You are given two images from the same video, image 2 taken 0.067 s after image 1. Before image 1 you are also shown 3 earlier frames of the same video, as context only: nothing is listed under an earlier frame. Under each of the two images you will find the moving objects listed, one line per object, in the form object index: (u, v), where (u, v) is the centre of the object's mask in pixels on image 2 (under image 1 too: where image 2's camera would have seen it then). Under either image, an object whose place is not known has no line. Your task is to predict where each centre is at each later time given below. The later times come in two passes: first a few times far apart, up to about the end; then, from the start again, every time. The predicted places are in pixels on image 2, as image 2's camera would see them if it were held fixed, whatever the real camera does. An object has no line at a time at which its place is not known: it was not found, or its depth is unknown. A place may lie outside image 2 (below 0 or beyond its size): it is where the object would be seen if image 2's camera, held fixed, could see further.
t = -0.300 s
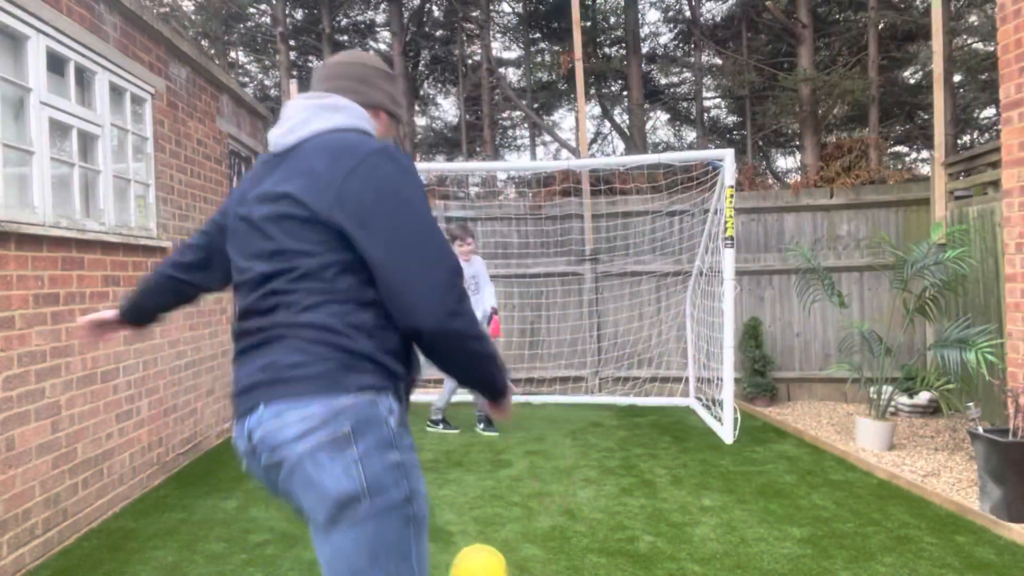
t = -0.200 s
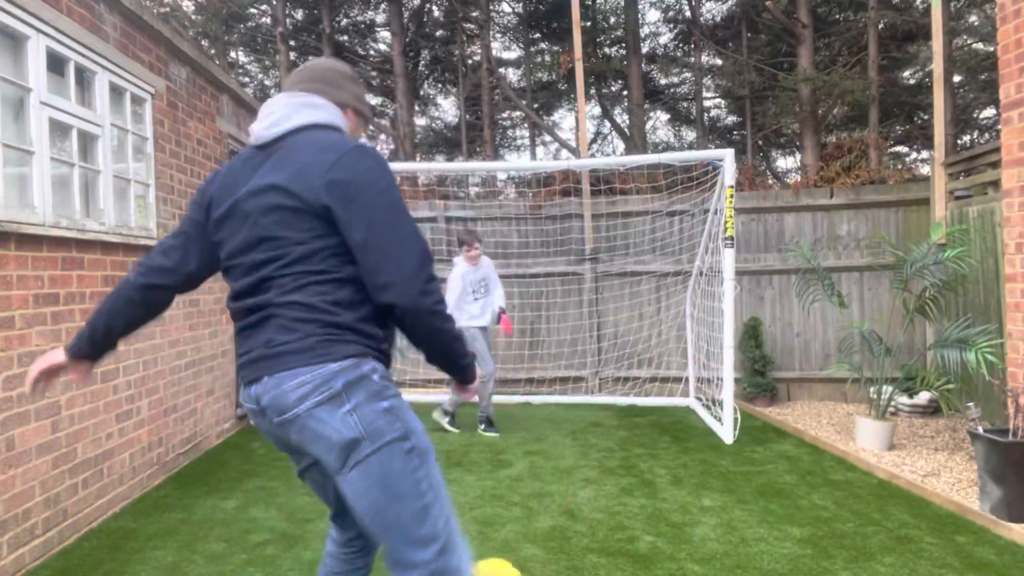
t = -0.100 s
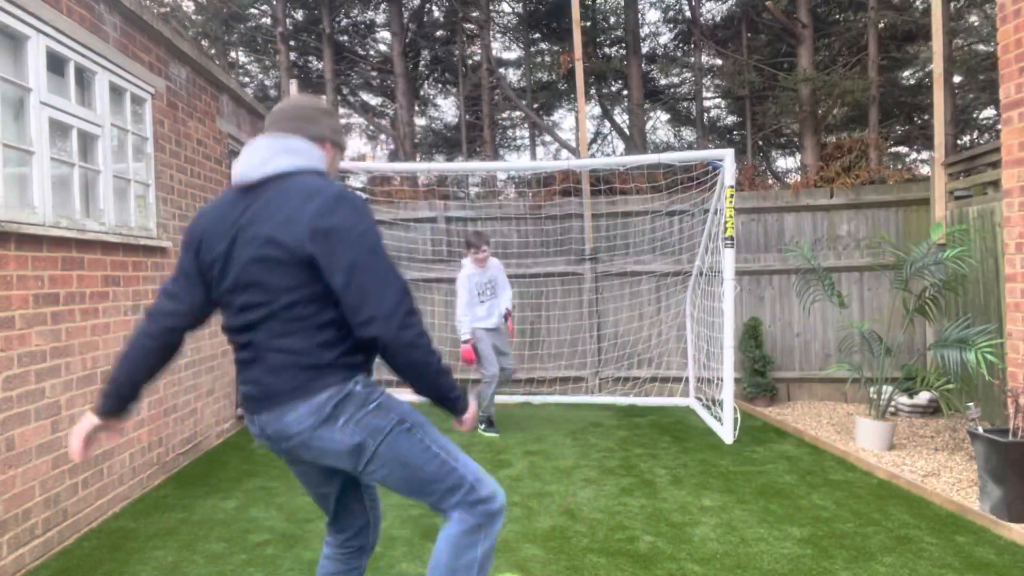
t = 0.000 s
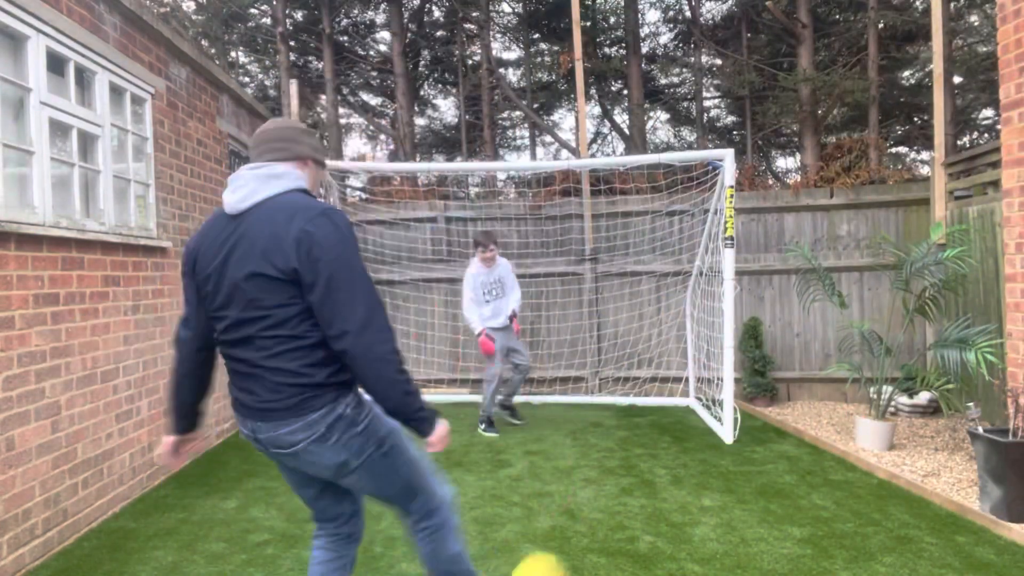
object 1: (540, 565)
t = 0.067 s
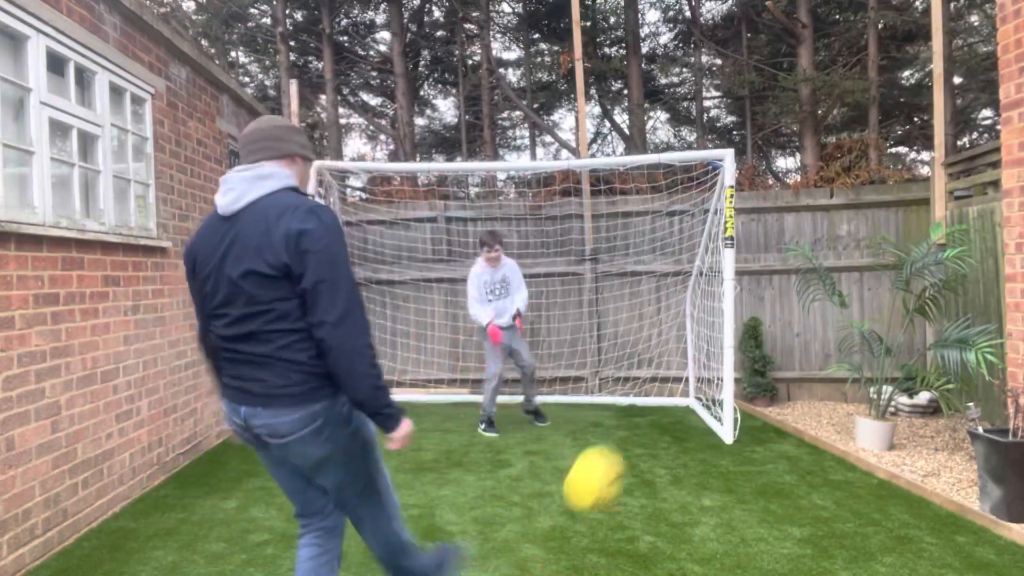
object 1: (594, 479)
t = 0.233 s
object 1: (683, 344)
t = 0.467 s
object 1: (720, 315)
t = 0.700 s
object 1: (700, 385)
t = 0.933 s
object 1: (681, 401)
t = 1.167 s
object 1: (668, 387)
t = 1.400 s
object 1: (658, 459)
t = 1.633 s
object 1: (643, 431)
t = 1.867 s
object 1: (630, 465)
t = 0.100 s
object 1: (619, 438)
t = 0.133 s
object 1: (639, 406)
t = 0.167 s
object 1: (656, 379)
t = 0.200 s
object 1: (670, 359)
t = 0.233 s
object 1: (683, 344)
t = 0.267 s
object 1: (695, 331)
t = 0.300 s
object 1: (705, 322)
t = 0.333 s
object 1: (713, 315)
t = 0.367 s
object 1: (723, 311)
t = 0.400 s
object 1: (725, 310)
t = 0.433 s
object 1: (723, 311)
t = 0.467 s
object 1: (720, 315)
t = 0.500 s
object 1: (717, 320)
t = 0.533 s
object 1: (714, 326)
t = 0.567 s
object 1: (711, 335)
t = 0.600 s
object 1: (708, 345)
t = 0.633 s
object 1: (705, 356)
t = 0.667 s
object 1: (702, 370)
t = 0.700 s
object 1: (700, 385)
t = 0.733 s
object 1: (696, 402)
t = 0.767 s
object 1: (693, 424)
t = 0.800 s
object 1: (690, 442)
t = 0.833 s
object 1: (688, 434)
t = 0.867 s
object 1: (686, 420)
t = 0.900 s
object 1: (683, 410)
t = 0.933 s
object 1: (681, 401)
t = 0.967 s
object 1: (680, 394)
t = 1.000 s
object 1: (678, 388)
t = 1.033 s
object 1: (675, 385)
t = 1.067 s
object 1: (674, 383)
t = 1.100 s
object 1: (672, 383)
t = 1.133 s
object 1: (670, 384)
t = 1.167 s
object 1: (668, 387)
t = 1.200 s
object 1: (667, 392)
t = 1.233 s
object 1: (665, 399)
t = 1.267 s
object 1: (664, 408)
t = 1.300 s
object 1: (663, 418)
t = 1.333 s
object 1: (661, 429)
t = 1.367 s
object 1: (660, 443)
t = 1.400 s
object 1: (658, 459)
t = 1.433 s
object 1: (656, 451)
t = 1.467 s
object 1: (654, 443)
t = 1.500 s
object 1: (651, 438)
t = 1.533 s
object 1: (649, 433)
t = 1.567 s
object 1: (647, 431)
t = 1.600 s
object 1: (645, 431)
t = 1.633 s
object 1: (643, 431)
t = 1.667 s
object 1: (641, 434)
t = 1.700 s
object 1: (639, 440)
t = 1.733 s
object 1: (637, 445)
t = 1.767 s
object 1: (636, 455)
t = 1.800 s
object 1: (634, 467)
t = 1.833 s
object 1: (632, 469)
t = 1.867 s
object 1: (630, 465)
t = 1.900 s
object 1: (629, 461)
